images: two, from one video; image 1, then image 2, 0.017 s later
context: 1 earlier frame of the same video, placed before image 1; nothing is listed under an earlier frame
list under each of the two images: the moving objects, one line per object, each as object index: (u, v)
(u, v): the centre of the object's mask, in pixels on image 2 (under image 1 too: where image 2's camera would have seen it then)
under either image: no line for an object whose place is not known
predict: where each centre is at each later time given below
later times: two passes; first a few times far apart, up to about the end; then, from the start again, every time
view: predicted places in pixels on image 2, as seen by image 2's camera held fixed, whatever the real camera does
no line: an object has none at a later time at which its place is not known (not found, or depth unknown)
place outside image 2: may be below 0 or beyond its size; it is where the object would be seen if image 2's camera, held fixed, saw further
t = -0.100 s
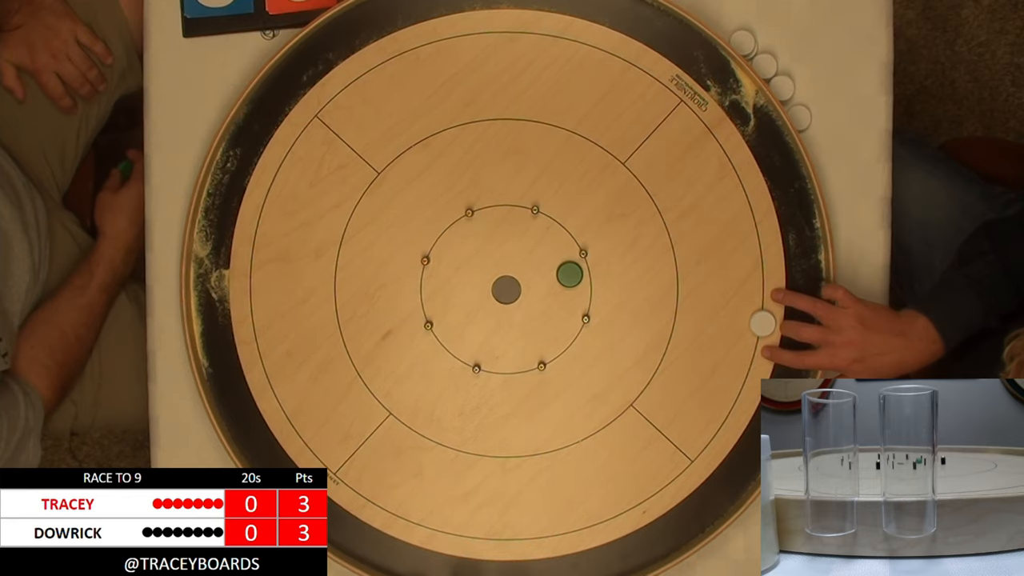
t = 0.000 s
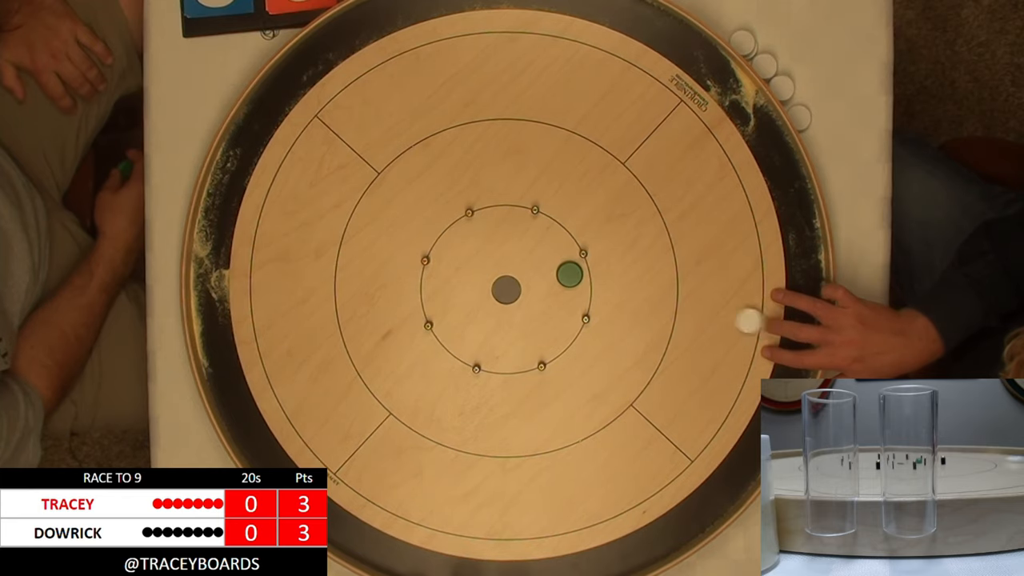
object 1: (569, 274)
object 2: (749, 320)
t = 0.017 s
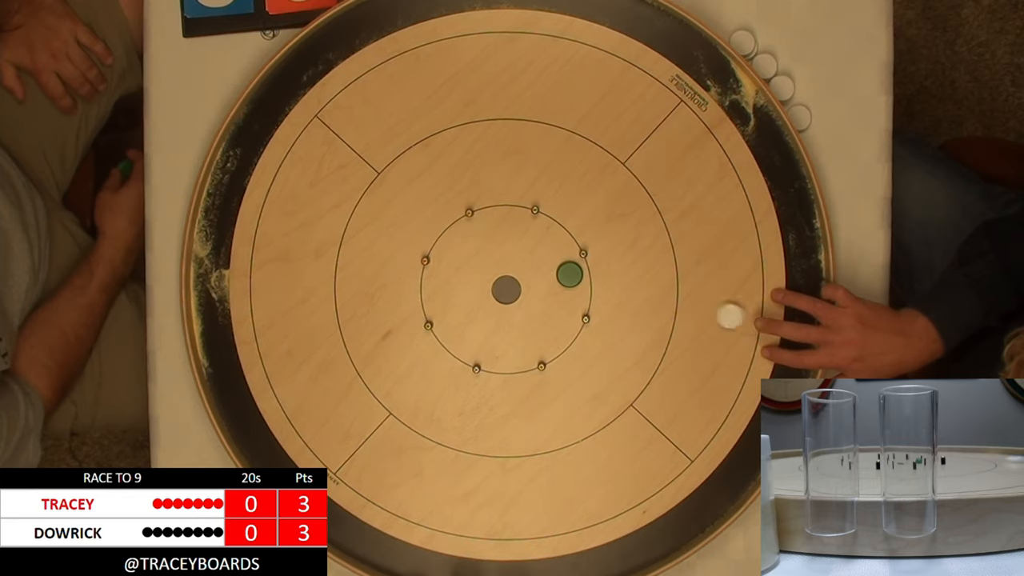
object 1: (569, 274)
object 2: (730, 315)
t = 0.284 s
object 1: (440, 229)
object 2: (582, 290)
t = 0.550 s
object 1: (247, 164)
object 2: (581, 290)
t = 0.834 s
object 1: (229, 161)
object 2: (581, 290)
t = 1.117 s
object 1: (236, 165)
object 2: (581, 290)
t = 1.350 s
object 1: (236, 165)
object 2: (581, 290)
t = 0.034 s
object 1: (569, 274)
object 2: (712, 311)
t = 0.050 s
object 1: (569, 274)
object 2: (692, 306)
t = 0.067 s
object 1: (569, 274)
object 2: (674, 302)
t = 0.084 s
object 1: (569, 274)
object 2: (654, 297)
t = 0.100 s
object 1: (569, 274)
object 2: (636, 293)
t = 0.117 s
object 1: (569, 274)
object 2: (617, 289)
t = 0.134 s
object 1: (569, 274)
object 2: (599, 284)
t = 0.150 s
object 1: (557, 270)
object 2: (593, 284)
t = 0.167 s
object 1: (541, 264)
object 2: (591, 286)
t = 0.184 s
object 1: (526, 259)
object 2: (589, 286)
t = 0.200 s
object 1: (511, 254)
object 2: (587, 287)
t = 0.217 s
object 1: (496, 249)
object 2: (586, 288)
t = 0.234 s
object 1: (482, 244)
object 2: (585, 289)
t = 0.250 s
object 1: (468, 239)
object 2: (584, 289)
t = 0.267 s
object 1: (454, 234)
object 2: (583, 290)
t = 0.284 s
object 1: (440, 229)
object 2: (582, 290)
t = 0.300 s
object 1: (426, 224)
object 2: (582, 290)
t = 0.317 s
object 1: (412, 220)
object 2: (582, 290)
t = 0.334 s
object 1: (399, 215)
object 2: (581, 290)
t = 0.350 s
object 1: (386, 211)
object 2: (581, 290)
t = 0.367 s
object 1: (373, 206)
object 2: (581, 290)
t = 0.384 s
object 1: (361, 202)
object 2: (581, 290)
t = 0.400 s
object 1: (348, 197)
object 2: (581, 290)
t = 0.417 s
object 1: (336, 193)
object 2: (581, 290)
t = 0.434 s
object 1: (324, 189)
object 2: (581, 290)
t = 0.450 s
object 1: (312, 185)
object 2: (581, 290)
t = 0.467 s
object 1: (301, 181)
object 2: (581, 290)
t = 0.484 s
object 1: (290, 177)
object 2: (581, 290)
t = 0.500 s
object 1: (279, 174)
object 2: (581, 290)
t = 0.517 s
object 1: (268, 170)
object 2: (581, 290)
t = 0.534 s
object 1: (257, 167)
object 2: (581, 290)
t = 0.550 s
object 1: (247, 164)
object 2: (581, 290)
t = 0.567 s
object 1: (238, 160)
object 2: (581, 290)
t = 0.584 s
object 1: (230, 158)
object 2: (581, 290)
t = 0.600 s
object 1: (235, 162)
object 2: (581, 290)
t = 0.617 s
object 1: (241, 165)
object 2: (581, 290)
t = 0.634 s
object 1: (239, 165)
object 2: (581, 290)
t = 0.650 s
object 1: (233, 163)
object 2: (581, 290)
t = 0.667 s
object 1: (229, 161)
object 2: (581, 290)
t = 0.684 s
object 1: (230, 162)
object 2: (581, 290)
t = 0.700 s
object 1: (233, 163)
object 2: (581, 290)
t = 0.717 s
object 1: (236, 164)
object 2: (581, 290)
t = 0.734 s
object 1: (240, 166)
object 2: (581, 290)
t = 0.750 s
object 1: (239, 165)
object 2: (581, 290)
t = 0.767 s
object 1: (236, 164)
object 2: (581, 290)
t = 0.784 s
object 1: (233, 163)
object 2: (581, 290)
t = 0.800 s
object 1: (232, 162)
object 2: (581, 290)
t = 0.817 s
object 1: (228, 161)
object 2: (581, 290)
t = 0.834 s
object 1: (229, 161)
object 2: (581, 290)
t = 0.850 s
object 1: (231, 162)
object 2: (581, 290)
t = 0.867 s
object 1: (233, 163)
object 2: (581, 290)
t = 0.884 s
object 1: (234, 164)
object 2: (581, 290)
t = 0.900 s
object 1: (237, 165)
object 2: (581, 290)
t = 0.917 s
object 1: (238, 166)
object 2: (581, 290)
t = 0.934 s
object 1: (239, 166)
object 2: (581, 290)
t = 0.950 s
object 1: (239, 167)
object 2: (581, 290)
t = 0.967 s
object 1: (239, 167)
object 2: (581, 290)
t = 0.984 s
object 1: (240, 166)
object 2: (582, 290)
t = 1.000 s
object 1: (239, 166)
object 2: (581, 290)
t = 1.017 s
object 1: (238, 166)
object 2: (581, 290)
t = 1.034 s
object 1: (237, 165)
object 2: (581, 290)
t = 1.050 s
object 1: (237, 165)
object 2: (581, 290)
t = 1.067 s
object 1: (236, 165)
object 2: (581, 290)
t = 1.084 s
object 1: (236, 165)
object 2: (582, 290)
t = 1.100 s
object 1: (236, 165)
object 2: (581, 290)
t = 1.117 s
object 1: (236, 165)
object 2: (581, 290)
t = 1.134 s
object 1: (236, 165)
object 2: (581, 290)
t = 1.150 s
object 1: (236, 165)
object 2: (581, 290)
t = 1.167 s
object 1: (236, 165)
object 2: (581, 290)
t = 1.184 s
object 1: (236, 165)
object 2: (581, 290)
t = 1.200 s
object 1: (236, 165)
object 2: (581, 290)
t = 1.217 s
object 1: (236, 165)
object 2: (581, 290)
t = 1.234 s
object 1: (236, 165)
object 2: (581, 290)
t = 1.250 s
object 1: (236, 165)
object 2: (581, 290)
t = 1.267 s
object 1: (236, 165)
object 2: (581, 290)
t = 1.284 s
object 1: (236, 165)
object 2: (581, 290)
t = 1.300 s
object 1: (236, 165)
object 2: (581, 290)
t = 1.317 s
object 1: (236, 165)
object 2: (581, 290)
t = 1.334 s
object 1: (236, 165)
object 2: (581, 290)
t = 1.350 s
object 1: (236, 165)
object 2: (581, 290)
